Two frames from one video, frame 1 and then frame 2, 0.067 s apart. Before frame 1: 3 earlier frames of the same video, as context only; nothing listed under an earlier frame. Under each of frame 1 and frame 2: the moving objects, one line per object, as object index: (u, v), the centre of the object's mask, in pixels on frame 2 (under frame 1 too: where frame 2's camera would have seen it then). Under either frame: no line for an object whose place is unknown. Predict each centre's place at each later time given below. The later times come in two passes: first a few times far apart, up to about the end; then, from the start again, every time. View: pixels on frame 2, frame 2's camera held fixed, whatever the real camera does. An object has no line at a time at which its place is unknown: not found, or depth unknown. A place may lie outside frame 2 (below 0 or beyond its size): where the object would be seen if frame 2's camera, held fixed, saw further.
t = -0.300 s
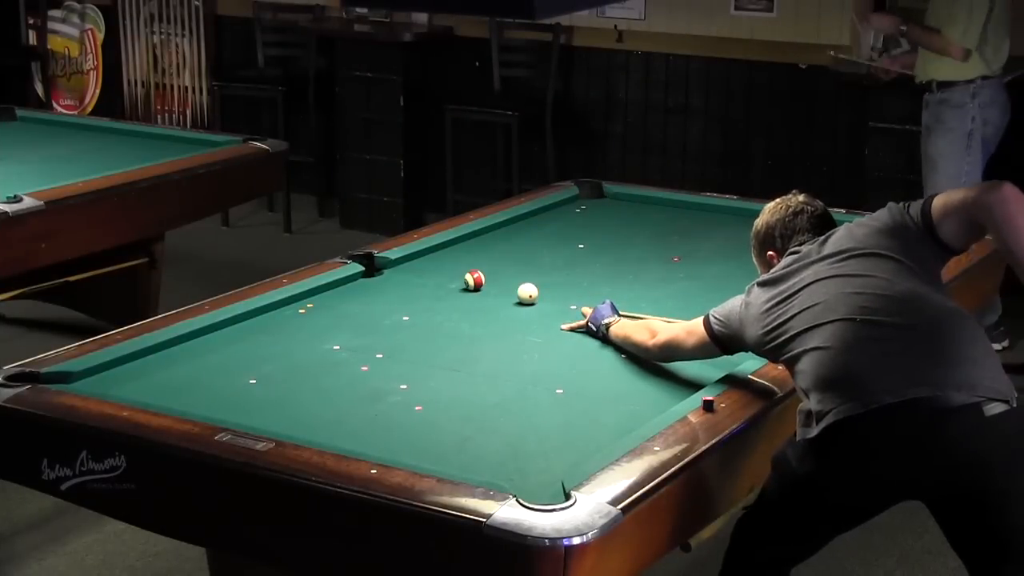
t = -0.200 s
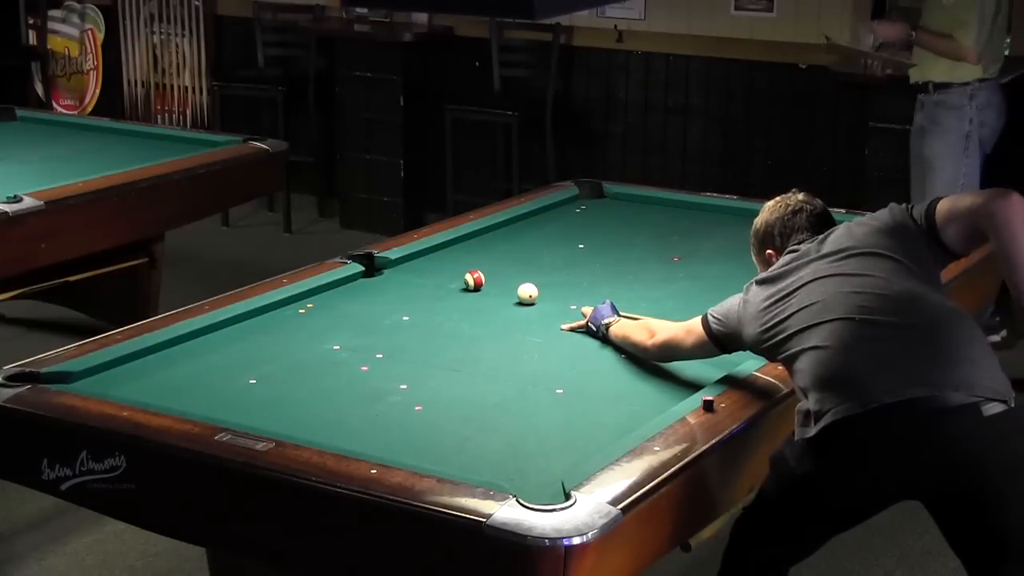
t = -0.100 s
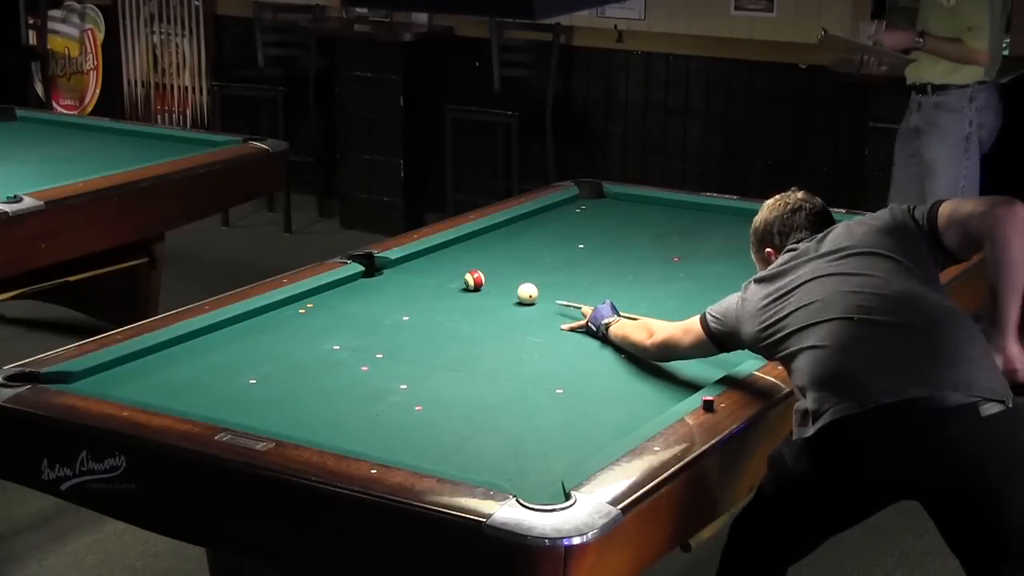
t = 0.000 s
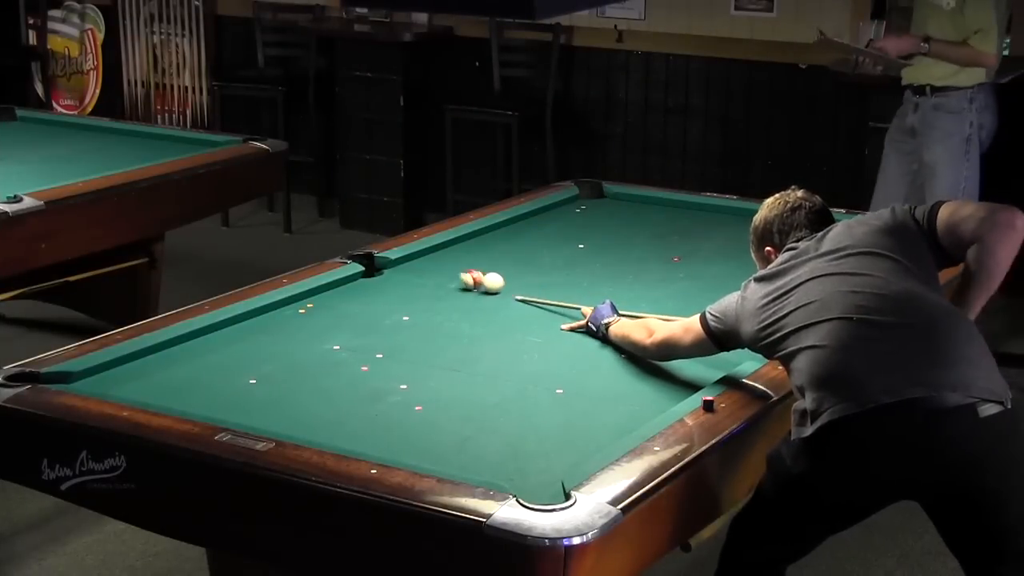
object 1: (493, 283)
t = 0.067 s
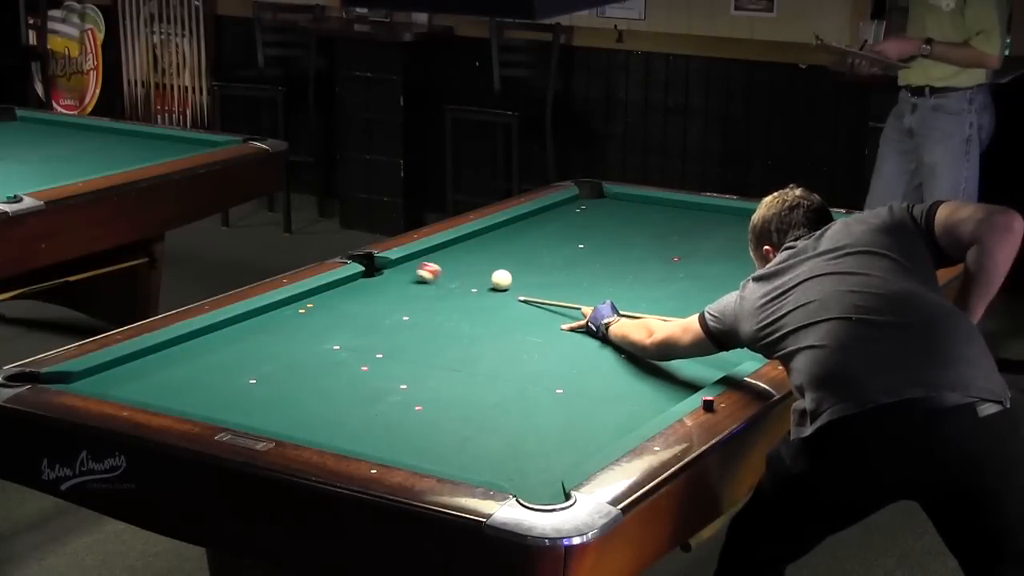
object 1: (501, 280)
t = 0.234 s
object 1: (533, 278)
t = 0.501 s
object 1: (587, 277)
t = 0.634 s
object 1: (612, 277)
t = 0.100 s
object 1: (507, 279)
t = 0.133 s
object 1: (513, 278)
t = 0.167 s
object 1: (520, 278)
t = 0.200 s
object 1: (527, 278)
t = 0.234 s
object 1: (533, 278)
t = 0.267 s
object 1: (540, 278)
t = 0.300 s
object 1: (547, 278)
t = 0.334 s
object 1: (554, 277)
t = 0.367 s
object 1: (560, 277)
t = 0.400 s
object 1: (567, 277)
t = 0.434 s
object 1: (574, 277)
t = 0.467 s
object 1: (580, 277)
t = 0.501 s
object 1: (587, 277)
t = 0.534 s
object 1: (593, 277)
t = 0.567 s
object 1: (599, 277)
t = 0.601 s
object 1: (606, 277)
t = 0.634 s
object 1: (612, 277)
